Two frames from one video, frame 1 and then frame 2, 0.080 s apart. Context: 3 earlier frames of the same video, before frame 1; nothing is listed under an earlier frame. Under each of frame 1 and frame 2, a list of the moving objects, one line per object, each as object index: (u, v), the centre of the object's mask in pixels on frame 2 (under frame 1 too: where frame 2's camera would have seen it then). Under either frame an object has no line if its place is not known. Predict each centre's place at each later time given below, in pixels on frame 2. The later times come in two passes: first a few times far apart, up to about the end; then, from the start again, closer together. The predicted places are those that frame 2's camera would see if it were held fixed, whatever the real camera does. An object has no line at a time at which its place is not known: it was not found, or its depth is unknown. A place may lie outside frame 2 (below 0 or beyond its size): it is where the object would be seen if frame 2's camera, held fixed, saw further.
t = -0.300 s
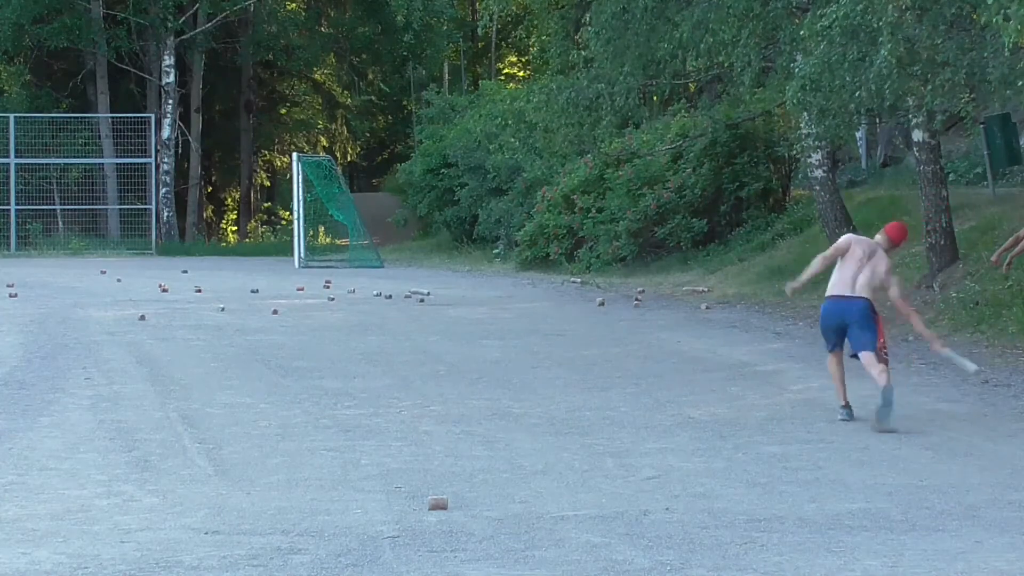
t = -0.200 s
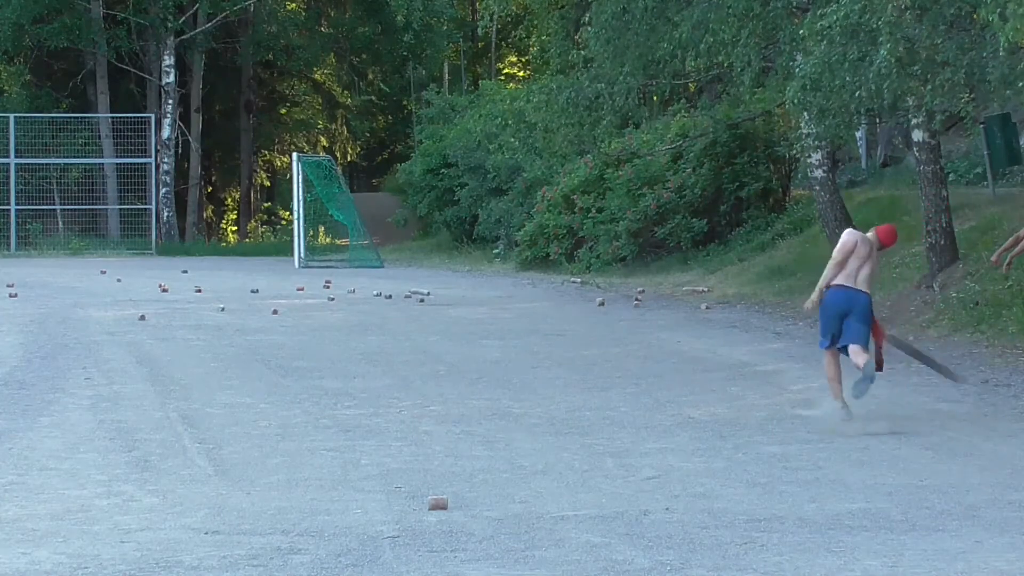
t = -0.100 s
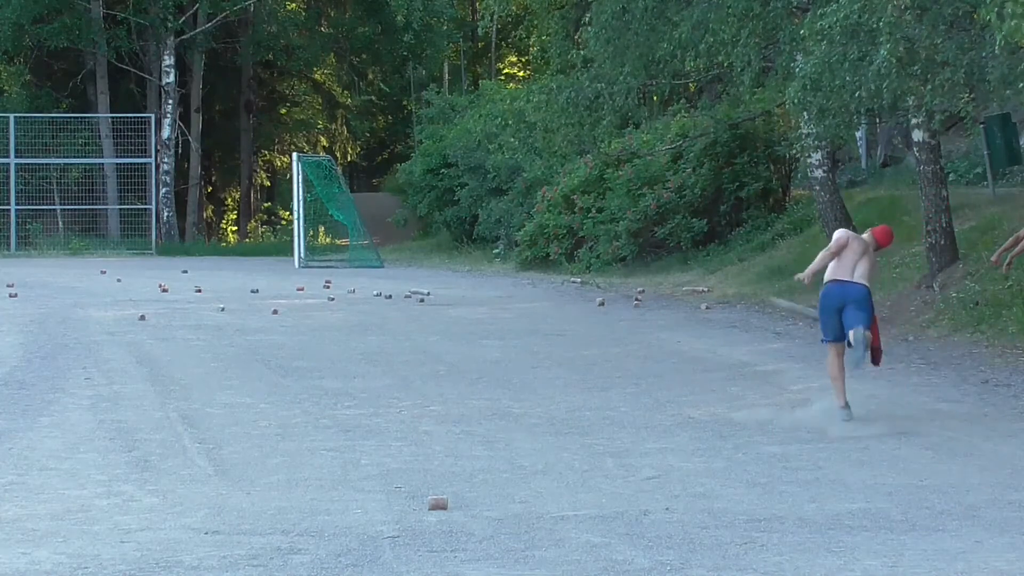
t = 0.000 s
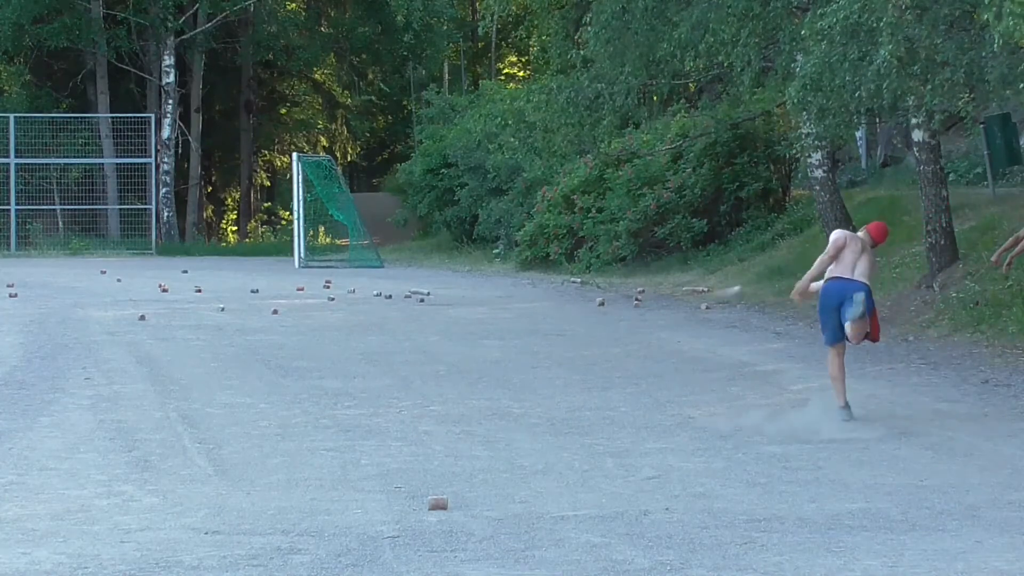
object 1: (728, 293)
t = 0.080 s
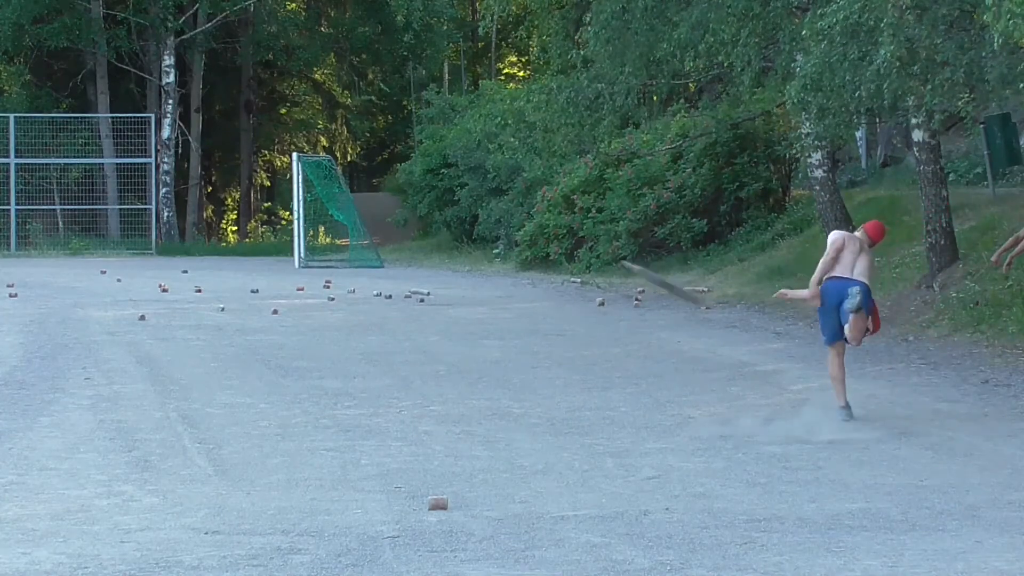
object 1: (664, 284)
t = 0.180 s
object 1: (597, 286)
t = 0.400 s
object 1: (463, 323)
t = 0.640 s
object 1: (358, 325)
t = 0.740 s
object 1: (326, 319)
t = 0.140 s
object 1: (622, 283)
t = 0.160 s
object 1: (608, 284)
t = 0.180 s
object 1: (597, 286)
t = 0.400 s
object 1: (463, 323)
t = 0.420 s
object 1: (452, 328)
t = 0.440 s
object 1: (444, 333)
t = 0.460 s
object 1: (451, 336)
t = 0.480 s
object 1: (446, 334)
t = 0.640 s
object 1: (358, 325)
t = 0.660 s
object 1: (353, 325)
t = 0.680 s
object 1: (343, 324)
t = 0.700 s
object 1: (334, 323)
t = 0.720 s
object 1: (330, 321)
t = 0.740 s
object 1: (326, 319)
